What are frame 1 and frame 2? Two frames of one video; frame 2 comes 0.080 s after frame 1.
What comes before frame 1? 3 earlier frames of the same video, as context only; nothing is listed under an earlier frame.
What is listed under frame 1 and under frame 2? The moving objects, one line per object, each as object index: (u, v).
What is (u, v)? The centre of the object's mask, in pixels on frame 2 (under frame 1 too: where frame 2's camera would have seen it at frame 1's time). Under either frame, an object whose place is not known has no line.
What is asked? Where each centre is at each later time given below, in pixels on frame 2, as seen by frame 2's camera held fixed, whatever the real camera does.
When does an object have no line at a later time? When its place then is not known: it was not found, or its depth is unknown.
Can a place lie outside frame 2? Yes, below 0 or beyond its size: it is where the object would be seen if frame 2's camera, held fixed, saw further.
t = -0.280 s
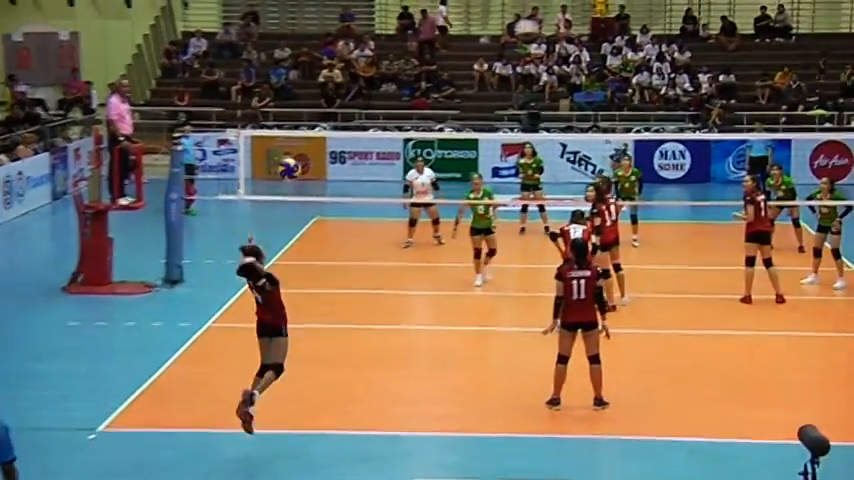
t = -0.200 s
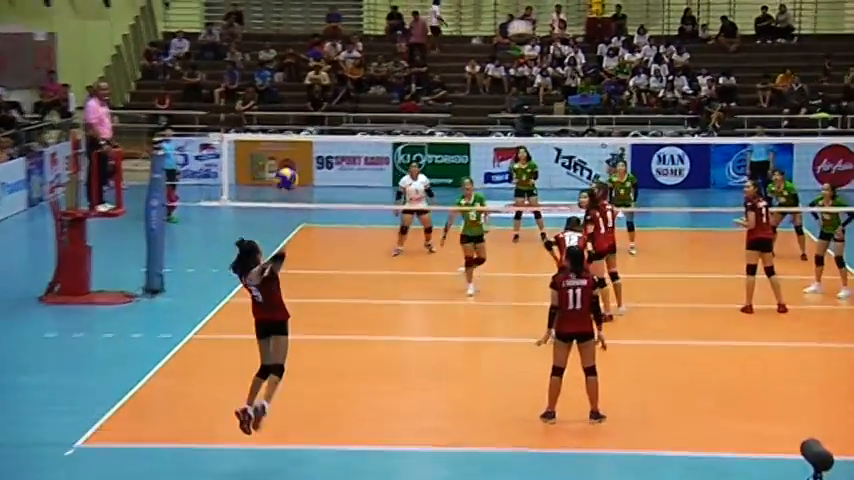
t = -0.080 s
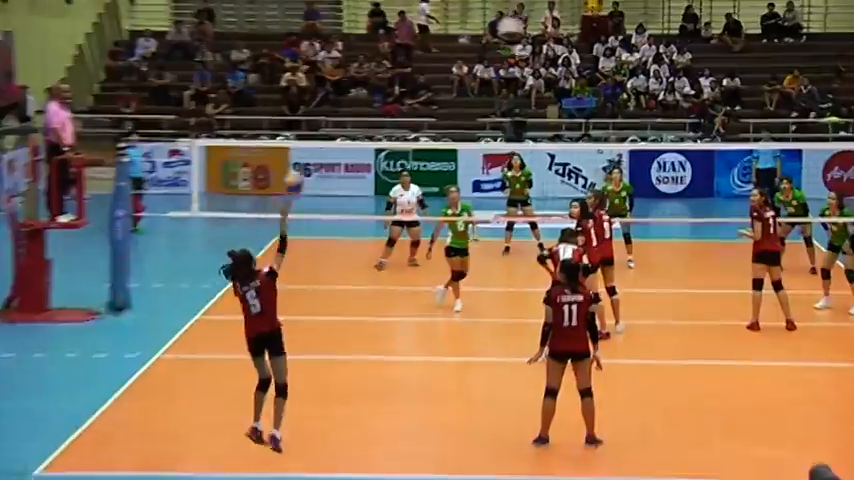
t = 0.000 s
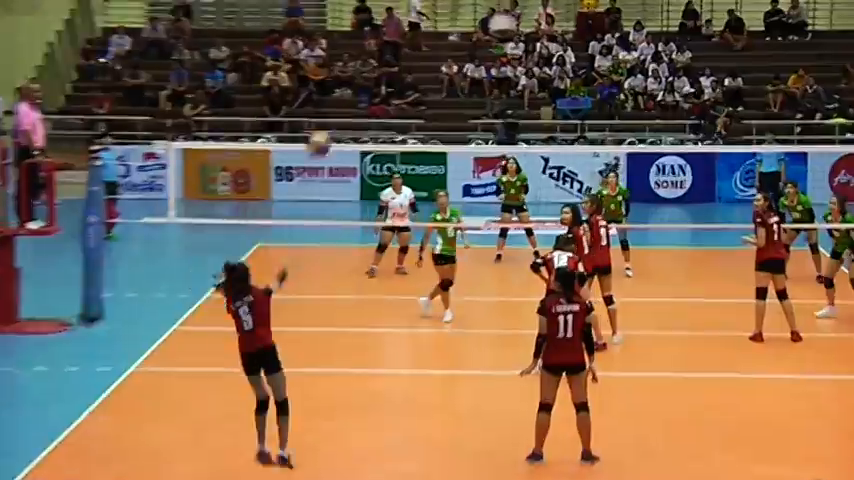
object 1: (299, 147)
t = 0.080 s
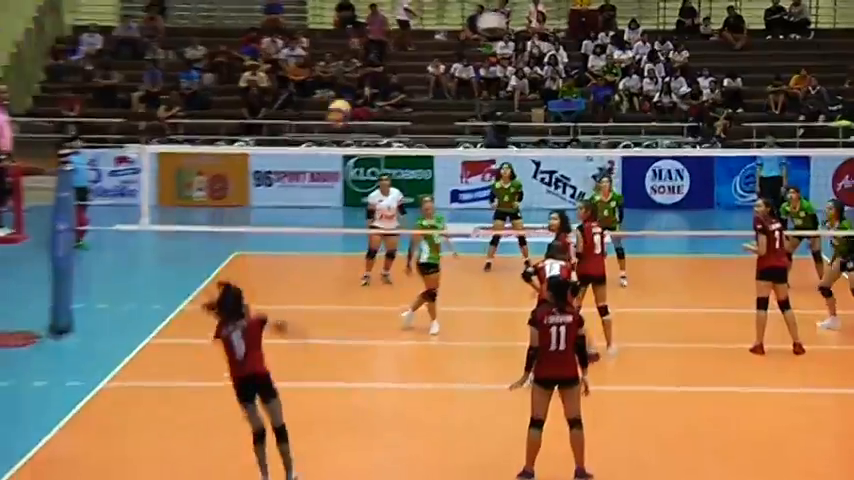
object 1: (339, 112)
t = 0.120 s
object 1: (357, 99)
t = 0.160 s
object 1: (374, 87)
